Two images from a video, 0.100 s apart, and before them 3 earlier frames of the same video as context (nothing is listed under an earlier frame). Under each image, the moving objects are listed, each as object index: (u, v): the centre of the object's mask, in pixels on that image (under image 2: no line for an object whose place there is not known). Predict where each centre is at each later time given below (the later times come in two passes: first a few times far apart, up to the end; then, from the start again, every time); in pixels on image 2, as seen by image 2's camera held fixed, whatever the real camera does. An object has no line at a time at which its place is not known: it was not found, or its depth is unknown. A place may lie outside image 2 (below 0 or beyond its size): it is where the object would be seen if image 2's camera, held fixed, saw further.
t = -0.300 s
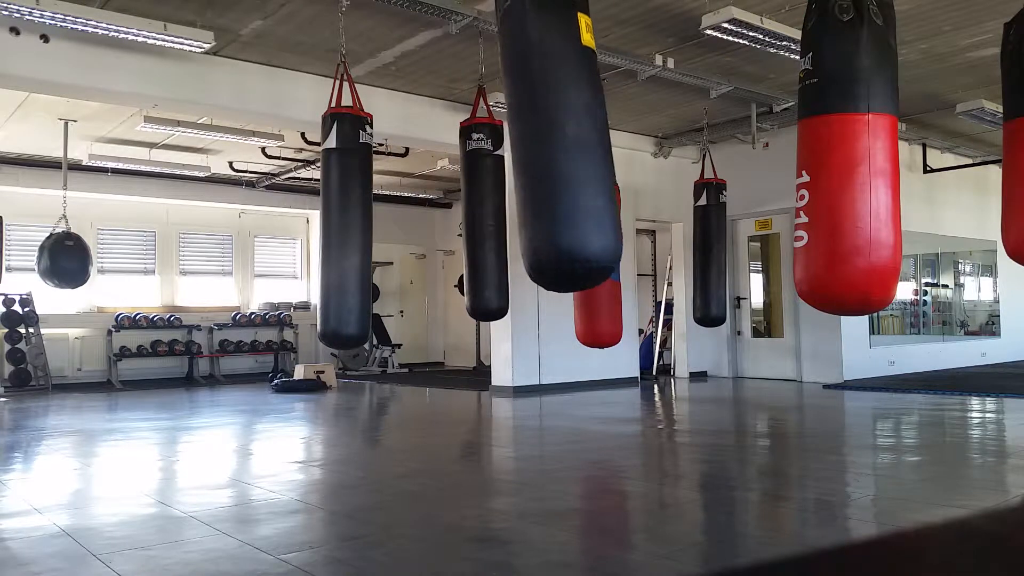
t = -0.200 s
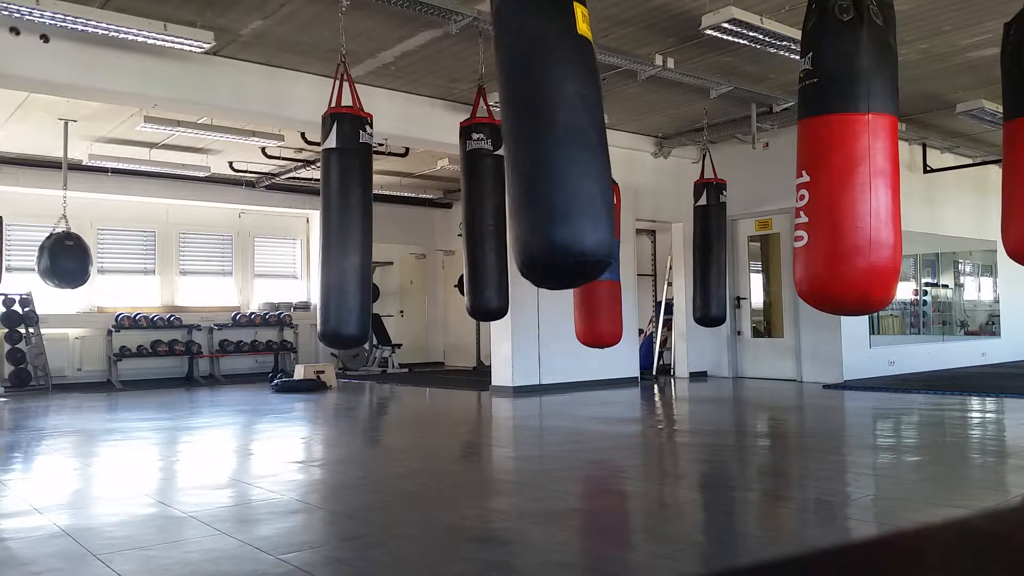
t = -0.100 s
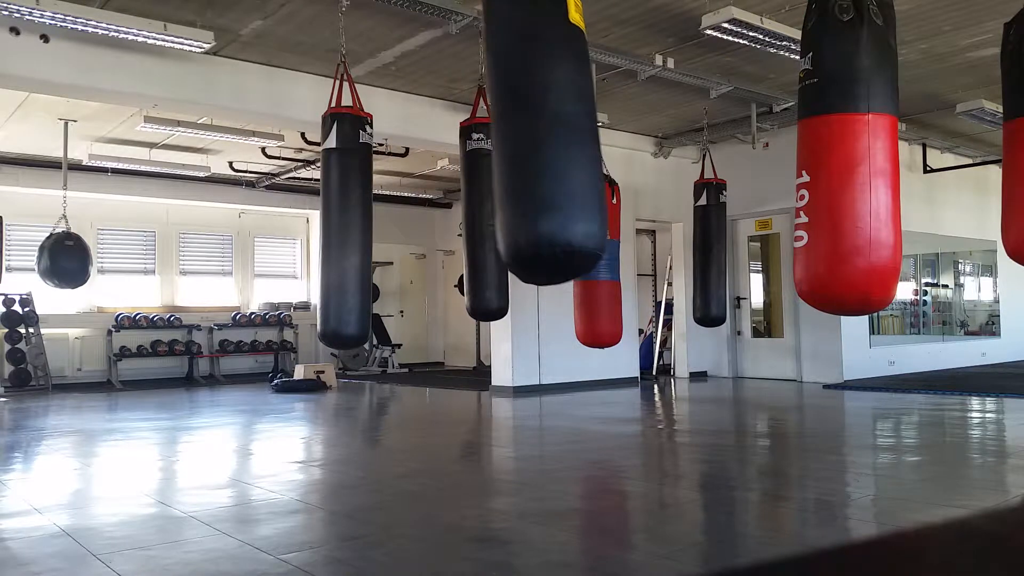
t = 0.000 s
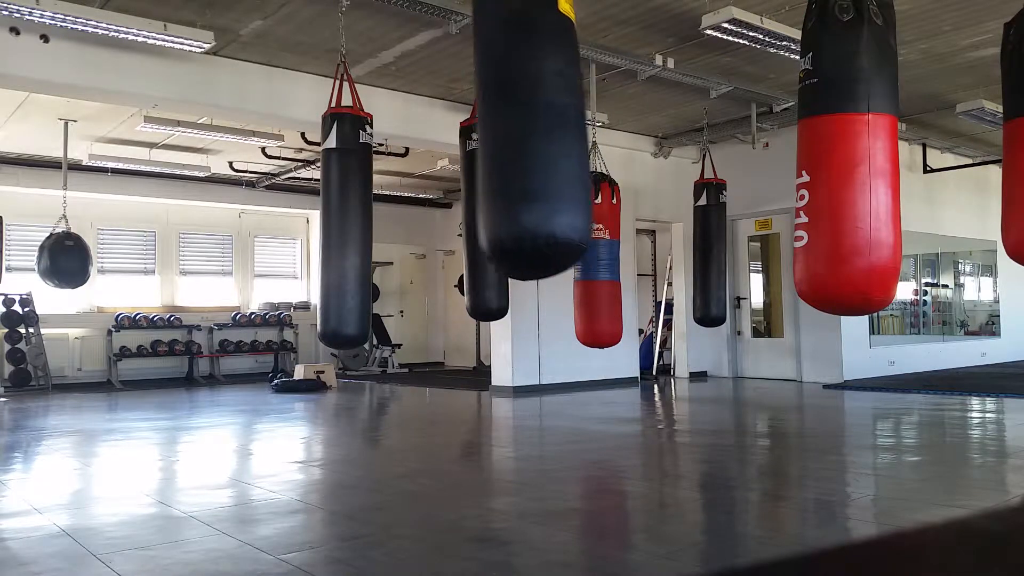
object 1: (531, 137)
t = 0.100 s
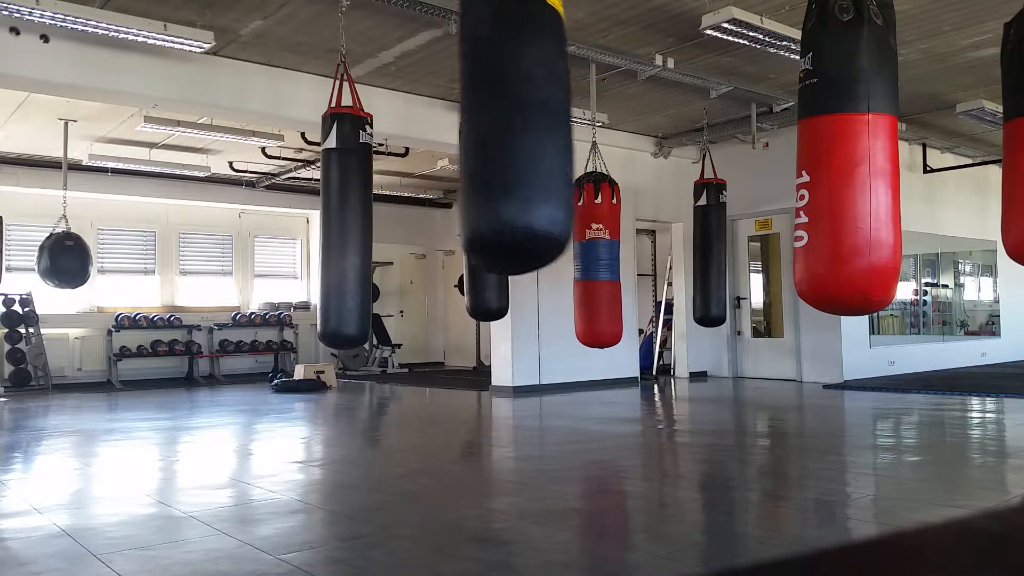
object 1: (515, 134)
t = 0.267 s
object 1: (484, 132)
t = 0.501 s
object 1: (448, 135)
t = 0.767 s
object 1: (435, 143)
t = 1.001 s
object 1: (447, 145)
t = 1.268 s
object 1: (477, 144)
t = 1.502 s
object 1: (506, 142)
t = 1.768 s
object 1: (536, 141)
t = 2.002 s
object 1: (555, 143)
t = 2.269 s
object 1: (558, 144)
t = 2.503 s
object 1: (538, 140)
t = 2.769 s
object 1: (494, 134)
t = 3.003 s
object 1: (454, 133)
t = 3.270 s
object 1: (433, 141)
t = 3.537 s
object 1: (444, 145)
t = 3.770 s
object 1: (470, 144)
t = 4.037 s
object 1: (503, 142)
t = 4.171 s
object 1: (520, 141)
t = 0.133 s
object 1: (509, 134)
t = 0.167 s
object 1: (502, 134)
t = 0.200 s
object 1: (497, 133)
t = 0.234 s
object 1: (490, 133)
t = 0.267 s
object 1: (484, 132)
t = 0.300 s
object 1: (478, 132)
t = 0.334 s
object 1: (472, 132)
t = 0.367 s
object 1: (466, 133)
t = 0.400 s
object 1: (461, 133)
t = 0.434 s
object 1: (456, 133)
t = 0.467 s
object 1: (452, 135)
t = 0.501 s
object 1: (448, 135)
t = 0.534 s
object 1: (444, 136)
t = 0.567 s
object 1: (441, 136)
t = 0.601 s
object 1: (439, 138)
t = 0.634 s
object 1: (437, 139)
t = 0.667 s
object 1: (435, 140)
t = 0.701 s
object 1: (435, 141)
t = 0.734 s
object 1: (434, 142)
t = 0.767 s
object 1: (435, 143)
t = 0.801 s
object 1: (435, 144)
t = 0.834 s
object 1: (436, 144)
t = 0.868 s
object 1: (438, 145)
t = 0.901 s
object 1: (440, 145)
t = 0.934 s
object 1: (442, 145)
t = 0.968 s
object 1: (444, 145)
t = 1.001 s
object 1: (447, 145)
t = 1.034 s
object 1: (450, 145)
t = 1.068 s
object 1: (454, 145)
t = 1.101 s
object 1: (458, 146)
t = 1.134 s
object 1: (461, 145)
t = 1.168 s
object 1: (465, 145)
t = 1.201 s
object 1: (469, 145)
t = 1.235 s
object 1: (473, 144)
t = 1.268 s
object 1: (477, 144)
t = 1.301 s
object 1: (482, 143)
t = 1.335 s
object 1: (486, 142)
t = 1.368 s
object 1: (490, 143)
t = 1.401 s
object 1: (494, 142)
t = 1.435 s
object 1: (498, 142)
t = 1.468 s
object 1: (502, 142)
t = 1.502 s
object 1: (506, 142)
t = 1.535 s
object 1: (510, 142)
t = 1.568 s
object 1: (514, 142)
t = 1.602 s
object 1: (518, 142)
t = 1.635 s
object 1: (523, 141)
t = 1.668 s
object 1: (526, 140)
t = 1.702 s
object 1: (530, 141)
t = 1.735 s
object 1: (533, 141)
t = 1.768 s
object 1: (536, 141)
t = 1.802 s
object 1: (540, 141)
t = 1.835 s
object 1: (543, 141)
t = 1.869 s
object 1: (546, 142)
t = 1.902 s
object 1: (548, 142)
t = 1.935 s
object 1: (551, 142)
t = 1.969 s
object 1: (553, 143)
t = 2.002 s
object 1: (555, 143)
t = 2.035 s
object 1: (557, 143)
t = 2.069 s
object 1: (558, 144)
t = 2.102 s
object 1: (559, 144)
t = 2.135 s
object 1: (559, 144)
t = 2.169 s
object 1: (560, 144)
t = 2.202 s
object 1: (559, 144)
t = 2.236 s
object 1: (559, 144)
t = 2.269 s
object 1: (558, 144)
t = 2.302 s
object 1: (556, 144)
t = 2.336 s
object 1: (555, 144)
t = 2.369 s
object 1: (552, 143)
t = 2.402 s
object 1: (549, 143)
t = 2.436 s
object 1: (546, 142)
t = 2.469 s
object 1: (542, 141)
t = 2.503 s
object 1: (538, 140)
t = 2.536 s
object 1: (534, 139)
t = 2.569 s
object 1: (529, 139)
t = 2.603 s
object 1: (523, 138)
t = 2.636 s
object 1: (517, 137)
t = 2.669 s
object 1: (513, 135)
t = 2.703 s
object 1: (507, 134)
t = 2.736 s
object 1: (500, 134)
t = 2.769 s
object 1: (494, 134)
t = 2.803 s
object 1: (488, 133)
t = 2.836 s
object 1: (482, 133)
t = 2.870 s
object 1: (475, 133)
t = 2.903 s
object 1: (470, 133)
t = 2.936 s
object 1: (464, 133)
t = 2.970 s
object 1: (459, 133)
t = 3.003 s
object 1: (454, 133)
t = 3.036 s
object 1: (450, 134)
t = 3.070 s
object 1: (446, 135)
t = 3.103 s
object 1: (442, 135)
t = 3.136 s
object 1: (439, 136)
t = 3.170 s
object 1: (437, 138)
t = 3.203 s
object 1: (435, 139)
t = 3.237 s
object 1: (434, 140)
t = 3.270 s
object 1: (433, 141)
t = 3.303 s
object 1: (433, 142)
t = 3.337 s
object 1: (433, 142)
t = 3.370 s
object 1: (434, 143)
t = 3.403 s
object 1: (435, 144)
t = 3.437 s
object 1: (437, 145)
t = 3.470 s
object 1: (439, 145)
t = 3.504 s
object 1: (441, 146)
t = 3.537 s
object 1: (444, 145)
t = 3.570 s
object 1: (447, 145)
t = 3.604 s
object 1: (450, 146)
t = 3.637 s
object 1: (454, 146)
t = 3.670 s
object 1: (458, 146)
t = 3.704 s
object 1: (462, 146)
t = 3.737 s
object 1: (466, 145)
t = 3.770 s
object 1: (470, 144)
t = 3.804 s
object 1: (474, 144)
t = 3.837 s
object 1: (478, 143)
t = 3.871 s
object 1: (482, 143)
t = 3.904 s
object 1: (487, 143)
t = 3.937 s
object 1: (491, 142)
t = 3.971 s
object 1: (495, 142)
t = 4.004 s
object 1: (500, 142)
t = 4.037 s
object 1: (503, 142)
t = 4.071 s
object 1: (507, 144)
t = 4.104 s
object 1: (512, 142)
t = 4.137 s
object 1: (517, 142)
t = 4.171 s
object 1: (520, 141)
